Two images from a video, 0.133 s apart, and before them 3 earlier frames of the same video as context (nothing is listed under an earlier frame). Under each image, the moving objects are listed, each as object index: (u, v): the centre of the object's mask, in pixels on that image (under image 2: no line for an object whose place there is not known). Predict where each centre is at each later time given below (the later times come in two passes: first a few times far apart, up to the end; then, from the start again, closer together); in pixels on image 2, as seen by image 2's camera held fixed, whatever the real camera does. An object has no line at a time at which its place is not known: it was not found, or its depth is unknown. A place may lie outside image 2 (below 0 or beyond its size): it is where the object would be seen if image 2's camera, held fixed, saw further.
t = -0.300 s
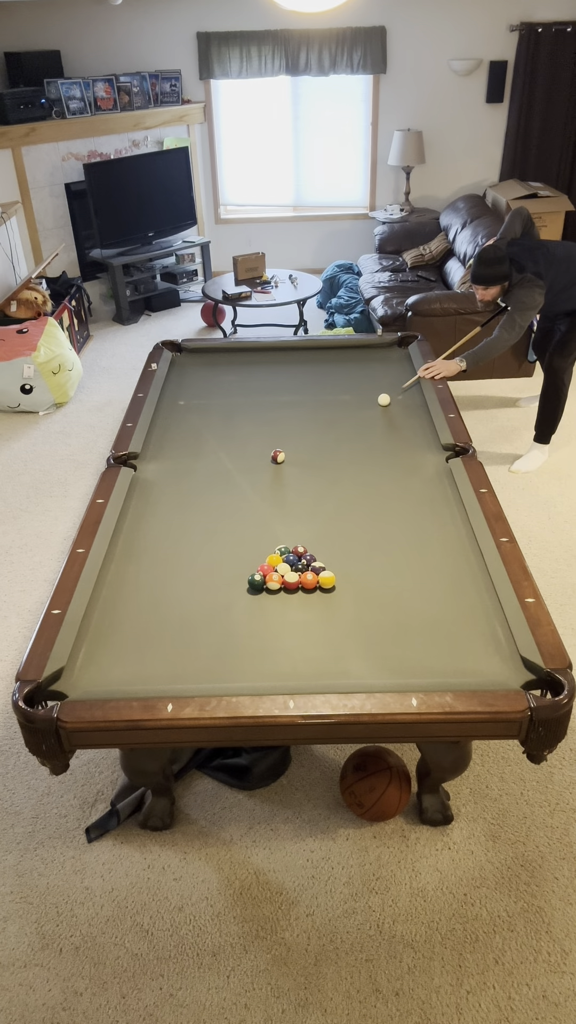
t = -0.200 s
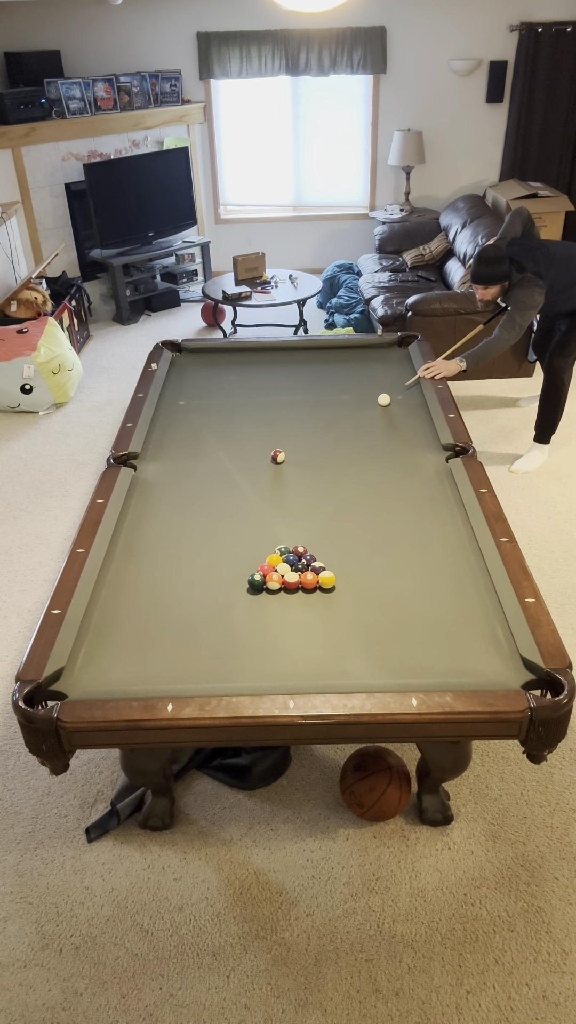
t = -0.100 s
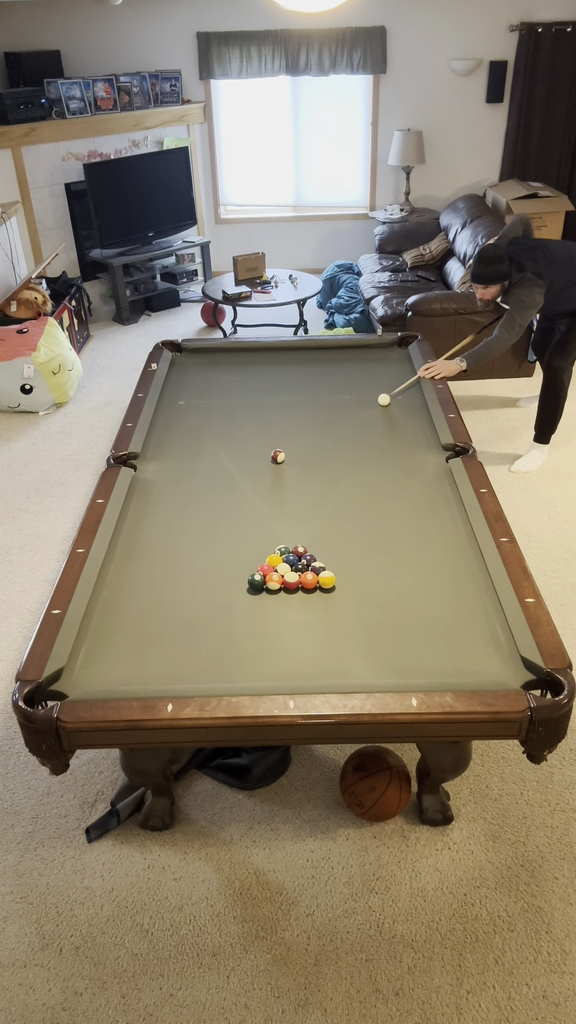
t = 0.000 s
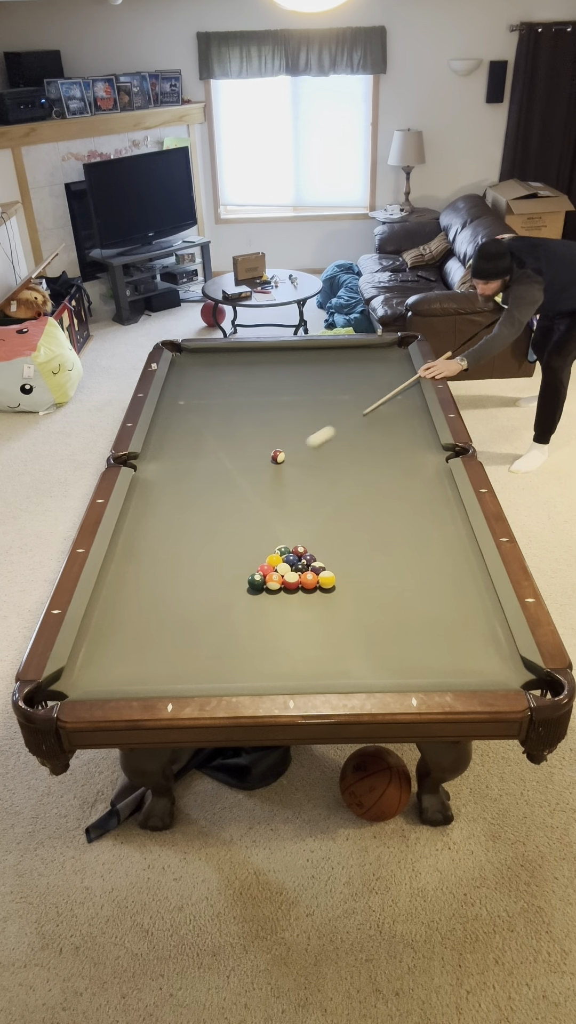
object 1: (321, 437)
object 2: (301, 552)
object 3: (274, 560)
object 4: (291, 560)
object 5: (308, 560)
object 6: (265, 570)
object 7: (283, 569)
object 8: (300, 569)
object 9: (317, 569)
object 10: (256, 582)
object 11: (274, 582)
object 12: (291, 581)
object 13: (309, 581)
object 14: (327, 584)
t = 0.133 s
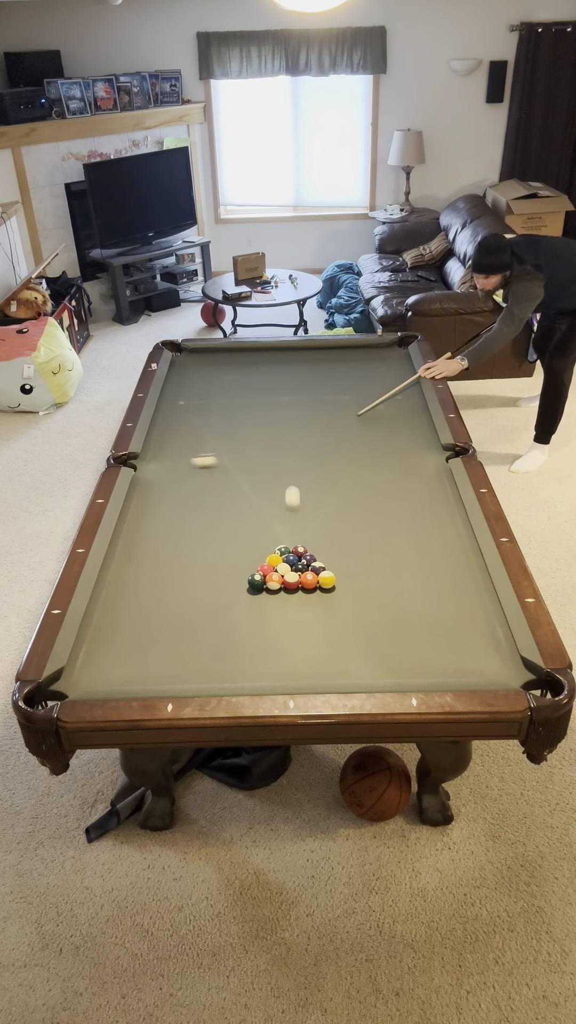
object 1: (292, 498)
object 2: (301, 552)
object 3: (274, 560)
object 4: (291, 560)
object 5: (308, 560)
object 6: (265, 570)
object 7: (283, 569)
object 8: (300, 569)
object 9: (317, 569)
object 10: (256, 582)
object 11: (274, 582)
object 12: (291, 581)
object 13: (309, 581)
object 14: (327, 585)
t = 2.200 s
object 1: (214, 470)
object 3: (186, 565)
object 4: (335, 551)
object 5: (454, 514)
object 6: (136, 614)
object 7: (287, 578)
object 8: (322, 578)
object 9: (394, 582)
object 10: (104, 658)
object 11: (202, 579)
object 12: (221, 659)
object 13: (352, 610)
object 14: (418, 526)
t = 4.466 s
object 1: (318, 409)
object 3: (173, 563)
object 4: (335, 551)
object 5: (399, 490)
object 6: (195, 617)
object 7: (287, 578)
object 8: (322, 578)
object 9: (400, 582)
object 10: (137, 667)
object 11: (182, 501)
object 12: (209, 633)
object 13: (353, 610)
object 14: (333, 489)
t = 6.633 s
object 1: (351, 390)
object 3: (173, 563)
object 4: (335, 551)
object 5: (399, 490)
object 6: (195, 617)
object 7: (287, 578)
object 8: (322, 579)
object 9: (400, 582)
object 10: (137, 667)
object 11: (171, 487)
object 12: (209, 633)
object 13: (353, 610)
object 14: (324, 486)
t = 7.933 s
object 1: (350, 391)
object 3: (173, 563)
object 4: (335, 551)
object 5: (399, 490)
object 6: (195, 617)
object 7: (287, 578)
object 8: (322, 578)
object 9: (400, 582)
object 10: (137, 667)
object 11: (171, 487)
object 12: (209, 633)
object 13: (353, 610)
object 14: (325, 486)
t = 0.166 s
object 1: (293, 514)
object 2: (301, 552)
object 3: (274, 560)
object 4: (291, 560)
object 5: (308, 560)
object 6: (265, 570)
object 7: (283, 569)
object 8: (300, 569)
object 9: (317, 569)
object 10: (256, 582)
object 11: (274, 582)
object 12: (291, 581)
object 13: (309, 581)
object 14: (327, 585)
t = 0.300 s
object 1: (274, 540)
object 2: (309, 548)
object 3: (268, 563)
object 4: (294, 561)
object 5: (316, 558)
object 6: (255, 574)
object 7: (283, 572)
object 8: (302, 571)
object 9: (322, 573)
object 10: (246, 586)
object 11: (268, 593)
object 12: (288, 587)
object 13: (312, 583)
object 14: (348, 605)
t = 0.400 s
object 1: (255, 538)
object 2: (321, 540)
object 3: (262, 563)
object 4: (298, 560)
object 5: (327, 557)
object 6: (241, 577)
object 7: (284, 575)
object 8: (305, 573)
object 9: (327, 575)
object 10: (235, 590)
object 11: (261, 607)
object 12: (283, 594)
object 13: (315, 585)
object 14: (373, 629)
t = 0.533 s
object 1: (231, 535)
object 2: (335, 530)
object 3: (254, 564)
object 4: (303, 559)
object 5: (341, 555)
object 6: (223, 581)
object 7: (285, 576)
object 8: (308, 575)
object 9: (336, 579)
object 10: (219, 597)
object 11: (251, 626)
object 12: (277, 603)
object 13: (320, 589)
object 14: (407, 660)
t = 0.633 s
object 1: (214, 532)
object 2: (345, 524)
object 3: (248, 564)
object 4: (307, 559)
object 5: (350, 552)
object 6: (210, 584)
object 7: (285, 576)
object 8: (311, 576)
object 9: (341, 579)
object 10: (207, 602)
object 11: (243, 641)
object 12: (273, 611)
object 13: (323, 591)
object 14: (428, 669)
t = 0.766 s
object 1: (191, 529)
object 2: (358, 515)
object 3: (241, 564)
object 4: (312, 558)
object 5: (363, 549)
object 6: (193, 589)
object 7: (286, 577)
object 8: (314, 576)
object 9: (346, 581)
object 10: (191, 608)
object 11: (232, 662)
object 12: (268, 621)
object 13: (327, 594)
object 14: (438, 649)
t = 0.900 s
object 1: (169, 526)
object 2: (371, 507)
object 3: (234, 564)
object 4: (316, 556)
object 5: (375, 547)
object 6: (176, 592)
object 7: (286, 578)
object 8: (316, 577)
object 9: (351, 579)
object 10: (175, 615)
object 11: (223, 675)
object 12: (262, 630)
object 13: (331, 597)
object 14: (448, 630)
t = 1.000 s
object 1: (153, 524)
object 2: (380, 501)
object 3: (229, 564)
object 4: (318, 555)
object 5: (383, 544)
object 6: (163, 594)
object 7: (287, 578)
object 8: (318, 578)
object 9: (356, 578)
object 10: (163, 620)
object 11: (221, 667)
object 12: (257, 637)
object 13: (334, 599)
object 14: (455, 616)
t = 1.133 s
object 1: (132, 522)
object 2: (391, 494)
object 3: (223, 564)
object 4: (322, 555)
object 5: (394, 541)
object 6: (146, 598)
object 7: (287, 578)
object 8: (319, 578)
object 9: (363, 579)
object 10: (148, 626)
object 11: (218, 655)
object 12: (251, 646)
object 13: (337, 601)
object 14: (464, 599)
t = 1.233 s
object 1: (129, 518)
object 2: (399, 488)
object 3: (218, 565)
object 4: (324, 554)
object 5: (402, 540)
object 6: (134, 600)
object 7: (287, 578)
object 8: (321, 578)
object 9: (368, 580)
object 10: (136, 630)
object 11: (217, 646)
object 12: (247, 653)
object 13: (340, 603)
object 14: (471, 587)
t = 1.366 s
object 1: (143, 510)
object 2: (410, 481)
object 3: (213, 564)
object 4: (326, 553)
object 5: (412, 537)
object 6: (118, 604)
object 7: (287, 578)
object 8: (322, 578)
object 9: (373, 582)
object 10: (121, 635)
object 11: (214, 635)
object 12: (242, 662)
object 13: (342, 604)
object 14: (478, 572)
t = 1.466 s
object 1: (153, 505)
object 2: (417, 476)
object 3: (208, 565)
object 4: (328, 553)
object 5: (420, 535)
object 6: (105, 606)
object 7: (287, 578)
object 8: (322, 578)
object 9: (375, 582)
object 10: (109, 640)
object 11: (212, 627)
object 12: (237, 669)
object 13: (344, 605)
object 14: (471, 564)
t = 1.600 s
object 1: (166, 498)
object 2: (427, 469)
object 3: (204, 565)
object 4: (330, 552)
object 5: (430, 533)
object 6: (98, 608)
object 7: (287, 578)
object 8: (323, 578)
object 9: (379, 582)
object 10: (94, 646)
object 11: (210, 617)
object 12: (231, 676)
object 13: (347, 607)
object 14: (460, 553)
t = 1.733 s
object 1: (178, 491)
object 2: (437, 463)
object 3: (199, 565)
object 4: (332, 552)
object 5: (439, 529)
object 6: (108, 610)
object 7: (287, 578)
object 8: (322, 578)
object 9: (384, 582)
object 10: (81, 651)
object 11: (208, 608)
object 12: (228, 675)
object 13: (349, 608)
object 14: (449, 543)
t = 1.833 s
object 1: (186, 486)
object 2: (443, 459)
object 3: (196, 565)
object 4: (332, 551)
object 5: (446, 525)
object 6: (114, 611)
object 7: (287, 578)
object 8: (322, 578)
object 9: (387, 582)
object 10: (86, 652)
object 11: (207, 601)
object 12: (227, 671)
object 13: (350, 608)
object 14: (442, 537)
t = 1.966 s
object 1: (197, 480)
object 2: (451, 455)
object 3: (192, 565)
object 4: (334, 551)
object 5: (454, 522)
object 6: (123, 611)
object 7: (287, 578)
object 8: (322, 578)
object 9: (390, 582)
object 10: (93, 654)
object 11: (205, 592)
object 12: (225, 667)
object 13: (351, 609)
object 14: (433, 533)
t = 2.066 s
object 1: (204, 476)
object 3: (189, 565)
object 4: (334, 551)
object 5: (460, 518)
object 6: (129, 612)
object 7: (287, 578)
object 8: (322, 578)
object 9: (392, 582)
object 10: (98, 656)
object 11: (204, 587)
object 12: (223, 664)
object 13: (351, 609)
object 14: (426, 530)
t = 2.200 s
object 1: (214, 470)
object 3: (186, 565)
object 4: (335, 551)
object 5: (454, 514)
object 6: (136, 614)
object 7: (287, 578)
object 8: (322, 578)
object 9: (394, 582)
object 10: (104, 658)
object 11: (202, 579)
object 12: (221, 659)
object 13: (352, 610)
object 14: (418, 526)
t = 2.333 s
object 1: (223, 465)
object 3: (183, 565)
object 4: (336, 551)
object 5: (448, 512)
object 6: (144, 614)
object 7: (287, 578)
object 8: (322, 578)
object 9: (396, 582)
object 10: (109, 660)
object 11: (201, 572)
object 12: (220, 656)
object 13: (353, 610)
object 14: (409, 523)
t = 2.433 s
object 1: (230, 461)
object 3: (181, 565)
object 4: (335, 551)
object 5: (443, 510)
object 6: (149, 615)
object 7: (287, 578)
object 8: (322, 578)
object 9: (397, 582)
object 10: (113, 661)
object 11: (200, 567)
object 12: (218, 653)
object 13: (353, 610)
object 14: (404, 520)
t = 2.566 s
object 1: (238, 456)
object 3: (179, 565)
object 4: (335, 551)
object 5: (438, 507)
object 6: (155, 616)
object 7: (287, 578)
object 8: (322, 578)
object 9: (398, 582)
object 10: (118, 663)
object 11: (199, 560)
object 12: (216, 650)
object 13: (353, 610)
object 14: (397, 517)
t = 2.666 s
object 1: (244, 453)
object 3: (177, 564)
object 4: (335, 551)
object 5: (435, 506)
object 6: (160, 616)
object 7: (287, 578)
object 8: (322, 578)
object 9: (399, 582)
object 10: (121, 663)
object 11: (198, 555)
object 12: (215, 648)
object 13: (353, 610)
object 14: (392, 515)
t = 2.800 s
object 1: (252, 448)
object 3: (176, 564)
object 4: (335, 551)
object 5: (430, 504)
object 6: (165, 617)
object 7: (287, 578)
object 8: (322, 578)
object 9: (400, 582)
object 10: (125, 665)
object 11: (197, 550)
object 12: (214, 645)
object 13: (353, 610)
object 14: (385, 512)
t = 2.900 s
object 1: (257, 445)
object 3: (175, 564)
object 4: (335, 551)
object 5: (427, 502)
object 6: (169, 617)
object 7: (287, 578)
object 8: (322, 578)
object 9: (400, 582)
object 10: (127, 665)
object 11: (196, 546)
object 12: (212, 643)
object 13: (353, 610)
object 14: (381, 510)
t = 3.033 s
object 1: (264, 441)
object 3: (174, 564)
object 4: (335, 551)
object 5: (423, 500)
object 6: (174, 617)
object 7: (287, 578)
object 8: (322, 578)
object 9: (400, 582)
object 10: (130, 666)
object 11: (195, 540)
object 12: (211, 641)
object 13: (353, 610)
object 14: (375, 508)
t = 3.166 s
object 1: (271, 437)
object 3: (174, 564)
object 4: (335, 551)
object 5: (419, 499)
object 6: (179, 617)
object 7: (287, 578)
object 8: (322, 578)
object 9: (400, 583)
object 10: (133, 667)
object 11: (193, 536)
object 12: (211, 639)
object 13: (353, 610)
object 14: (369, 506)
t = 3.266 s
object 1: (275, 434)
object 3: (173, 563)
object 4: (335, 551)
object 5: (417, 498)
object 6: (182, 617)
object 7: (287, 578)
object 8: (322, 578)
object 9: (400, 582)
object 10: (134, 667)
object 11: (192, 532)
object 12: (210, 638)
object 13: (353, 610)
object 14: (365, 504)
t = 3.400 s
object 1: (281, 431)
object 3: (173, 563)
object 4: (335, 551)
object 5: (413, 497)
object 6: (185, 617)
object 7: (287, 578)
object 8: (322, 578)
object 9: (400, 582)
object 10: (136, 667)
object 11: (191, 527)
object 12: (209, 637)
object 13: (353, 610)
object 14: (361, 502)
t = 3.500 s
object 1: (285, 428)
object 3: (173, 563)
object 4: (335, 551)
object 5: (411, 496)
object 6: (187, 617)
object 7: (287, 578)
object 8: (322, 578)
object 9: (400, 583)
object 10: (137, 667)
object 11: (190, 524)
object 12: (209, 636)
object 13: (353, 610)
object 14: (357, 500)
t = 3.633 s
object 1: (291, 425)
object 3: (173, 563)
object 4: (335, 551)
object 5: (409, 494)
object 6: (190, 617)
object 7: (287, 578)
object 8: (322, 578)
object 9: (400, 583)
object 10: (137, 667)
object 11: (189, 520)
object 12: (209, 634)
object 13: (353, 610)
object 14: (353, 498)
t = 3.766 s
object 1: (296, 422)
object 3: (173, 563)
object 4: (335, 551)
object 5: (407, 493)
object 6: (192, 617)
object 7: (287, 578)
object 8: (322, 578)
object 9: (400, 583)
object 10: (137, 667)
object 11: (188, 516)
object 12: (209, 634)
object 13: (353, 610)
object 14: (349, 496)
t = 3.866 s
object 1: (300, 420)
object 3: (173, 563)
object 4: (335, 551)
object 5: (405, 493)
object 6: (193, 617)
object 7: (287, 578)
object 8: (322, 578)
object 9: (400, 582)
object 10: (137, 667)
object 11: (187, 513)
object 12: (209, 633)
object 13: (353, 610)
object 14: (346, 495)
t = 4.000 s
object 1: (304, 417)
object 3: (173, 563)
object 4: (335, 551)
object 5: (404, 492)
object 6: (194, 617)
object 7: (287, 578)
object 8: (322, 578)
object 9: (400, 582)
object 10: (137, 667)
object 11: (186, 510)
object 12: (209, 633)
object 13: (353, 610)
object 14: (343, 493)
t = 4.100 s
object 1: (308, 415)
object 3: (173, 563)
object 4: (335, 551)
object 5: (402, 492)
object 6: (195, 617)
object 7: (287, 578)
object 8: (322, 578)
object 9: (400, 582)
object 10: (137, 667)
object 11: (185, 508)
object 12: (209, 633)
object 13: (353, 610)
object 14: (341, 492)
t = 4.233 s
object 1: (312, 413)
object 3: (173, 563)
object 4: (335, 551)
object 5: (401, 491)
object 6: (195, 617)
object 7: (287, 578)
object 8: (322, 578)
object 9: (400, 582)
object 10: (137, 667)
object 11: (184, 505)
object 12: (209, 633)
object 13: (353, 610)
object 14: (338, 491)
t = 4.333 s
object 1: (315, 411)
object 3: (173, 563)
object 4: (335, 551)
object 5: (400, 491)
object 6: (195, 617)
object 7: (287, 578)
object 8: (322, 578)
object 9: (400, 582)
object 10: (137, 667)
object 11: (183, 503)
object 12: (209, 633)
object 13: (353, 610)
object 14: (336, 490)
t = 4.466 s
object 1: (318, 409)
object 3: (173, 563)
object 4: (335, 551)
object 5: (399, 490)
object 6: (195, 617)
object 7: (287, 578)
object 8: (322, 578)
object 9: (400, 582)
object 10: (137, 667)
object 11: (182, 501)
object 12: (209, 633)
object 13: (353, 610)
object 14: (333, 489)
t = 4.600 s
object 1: (322, 407)
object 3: (173, 563)
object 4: (335, 551)
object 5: (399, 490)
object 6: (195, 617)
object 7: (287, 578)
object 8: (322, 578)
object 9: (400, 582)
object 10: (137, 667)
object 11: (181, 498)
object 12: (209, 633)
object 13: (353, 610)
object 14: (331, 489)
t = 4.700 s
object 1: (324, 405)
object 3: (173, 563)
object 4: (335, 551)
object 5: (399, 490)
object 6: (195, 617)
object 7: (287, 578)
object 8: (322, 578)
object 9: (400, 582)
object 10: (137, 667)
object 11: (180, 497)
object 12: (209, 633)
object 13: (353, 610)
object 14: (330, 488)
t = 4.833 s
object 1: (328, 404)
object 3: (173, 563)
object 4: (335, 551)
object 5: (399, 490)
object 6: (195, 617)
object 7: (287, 578)
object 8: (322, 578)
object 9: (400, 582)
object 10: (137, 667)
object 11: (180, 495)
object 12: (209, 633)
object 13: (353, 610)
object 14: (328, 487)
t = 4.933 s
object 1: (330, 402)
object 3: (173, 563)
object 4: (335, 551)
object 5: (399, 490)
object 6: (195, 617)
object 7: (287, 578)
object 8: (322, 578)
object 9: (400, 582)
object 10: (137, 667)
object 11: (179, 494)
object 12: (209, 633)
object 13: (353, 610)
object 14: (327, 486)
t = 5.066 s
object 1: (333, 401)
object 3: (173, 563)
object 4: (335, 551)
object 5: (399, 490)
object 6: (195, 617)
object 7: (287, 578)
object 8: (322, 578)
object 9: (400, 582)
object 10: (137, 667)
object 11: (178, 492)
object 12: (209, 633)
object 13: (353, 610)
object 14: (326, 486)
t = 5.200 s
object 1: (335, 399)
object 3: (173, 563)
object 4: (335, 551)
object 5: (399, 490)
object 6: (195, 617)
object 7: (287, 578)
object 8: (322, 579)
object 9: (400, 582)
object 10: (137, 667)
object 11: (177, 491)
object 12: (209, 633)
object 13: (353, 610)
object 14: (325, 486)
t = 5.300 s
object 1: (337, 398)
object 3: (173, 563)
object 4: (335, 551)
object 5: (399, 490)
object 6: (195, 617)
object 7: (287, 578)
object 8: (322, 578)
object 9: (400, 582)
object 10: (137, 667)
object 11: (176, 490)
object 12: (209, 633)
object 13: (353, 610)
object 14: (325, 486)
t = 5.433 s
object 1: (339, 397)
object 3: (173, 563)
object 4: (335, 551)
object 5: (399, 490)
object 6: (195, 617)
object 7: (287, 578)
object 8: (322, 578)
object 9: (400, 582)
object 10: (137, 667)
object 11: (175, 489)
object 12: (209, 633)
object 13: (353, 610)
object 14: (324, 486)
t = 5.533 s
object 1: (341, 396)
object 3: (173, 563)
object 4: (335, 551)
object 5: (399, 490)
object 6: (195, 617)
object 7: (287, 578)
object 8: (322, 579)
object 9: (400, 582)
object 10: (137, 667)
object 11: (175, 488)
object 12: (209, 633)
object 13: (353, 610)
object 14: (324, 486)
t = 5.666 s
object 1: (343, 395)
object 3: (173, 563)
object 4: (335, 551)
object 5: (399, 490)
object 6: (195, 617)
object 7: (287, 578)
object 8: (322, 579)
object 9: (400, 582)
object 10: (137, 667)
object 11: (174, 488)
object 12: (209, 633)
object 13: (353, 610)
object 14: (324, 486)
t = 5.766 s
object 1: (344, 394)
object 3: (173, 563)
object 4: (335, 551)
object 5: (399, 490)
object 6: (195, 617)
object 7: (287, 578)
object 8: (322, 579)
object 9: (400, 582)
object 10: (137, 667)
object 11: (173, 487)
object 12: (209, 633)
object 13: (353, 610)
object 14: (324, 486)
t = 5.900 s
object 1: (346, 393)
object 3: (173, 563)
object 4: (335, 551)
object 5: (399, 490)
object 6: (195, 617)
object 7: (287, 578)
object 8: (322, 579)
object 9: (400, 582)
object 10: (137, 667)
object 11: (172, 487)
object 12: (209, 633)
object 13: (353, 610)
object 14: (324, 486)
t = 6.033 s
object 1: (347, 393)
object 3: (173, 563)
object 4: (335, 551)
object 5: (399, 490)
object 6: (195, 617)
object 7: (287, 578)
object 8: (322, 579)
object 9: (400, 582)
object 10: (137, 667)
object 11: (172, 487)
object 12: (209, 633)
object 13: (353, 610)
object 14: (324, 486)
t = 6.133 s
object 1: (348, 392)
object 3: (173, 563)
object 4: (335, 551)
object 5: (399, 490)
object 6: (195, 617)
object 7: (287, 578)
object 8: (322, 579)
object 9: (400, 582)
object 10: (137, 667)
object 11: (171, 487)
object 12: (209, 633)
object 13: (353, 610)
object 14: (325, 486)
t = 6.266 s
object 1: (349, 391)
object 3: (173, 563)
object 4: (335, 551)
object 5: (399, 490)
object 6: (195, 617)
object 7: (287, 578)
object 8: (322, 579)
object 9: (400, 582)
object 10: (137, 667)
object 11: (171, 487)
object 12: (209, 633)
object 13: (353, 610)
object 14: (325, 486)
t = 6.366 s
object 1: (349, 391)
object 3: (173, 563)
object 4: (335, 551)
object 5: (399, 490)
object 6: (195, 617)
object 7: (287, 578)
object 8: (322, 579)
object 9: (400, 582)
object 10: (137, 667)
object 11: (171, 487)
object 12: (209, 633)
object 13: (353, 610)
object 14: (325, 486)
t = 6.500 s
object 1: (350, 391)
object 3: (173, 563)
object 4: (335, 551)
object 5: (399, 490)
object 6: (195, 617)
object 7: (287, 578)
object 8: (322, 579)
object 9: (400, 582)
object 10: (137, 667)
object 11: (171, 487)
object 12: (209, 633)
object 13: (353, 610)
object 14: (325, 486)
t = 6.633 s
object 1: (351, 390)
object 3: (173, 563)
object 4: (335, 551)
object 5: (399, 490)
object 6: (195, 617)
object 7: (287, 578)
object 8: (322, 579)
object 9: (400, 582)
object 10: (137, 667)
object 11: (171, 487)
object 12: (209, 633)
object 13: (353, 610)
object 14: (324, 486)
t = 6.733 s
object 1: (351, 390)
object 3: (173, 563)
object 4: (335, 551)
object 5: (399, 490)
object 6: (195, 617)
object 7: (287, 578)
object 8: (322, 579)
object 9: (400, 582)
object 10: (137, 667)
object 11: (171, 487)
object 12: (209, 633)
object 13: (353, 610)
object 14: (325, 486)
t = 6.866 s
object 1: (351, 390)
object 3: (173, 563)
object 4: (335, 551)
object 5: (399, 490)
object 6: (195, 617)
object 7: (287, 578)
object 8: (322, 579)
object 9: (400, 582)
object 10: (137, 667)
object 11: (171, 487)
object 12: (209, 633)
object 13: (353, 610)
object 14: (325, 486)
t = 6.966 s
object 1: (351, 390)
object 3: (173, 563)
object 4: (335, 551)
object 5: (399, 490)
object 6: (195, 617)
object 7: (287, 578)
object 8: (322, 579)
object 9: (400, 583)
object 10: (137, 667)
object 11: (171, 487)
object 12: (209, 633)
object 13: (353, 610)
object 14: (325, 486)
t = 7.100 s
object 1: (350, 390)
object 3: (173, 563)
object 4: (335, 551)
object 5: (399, 490)
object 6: (195, 617)
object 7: (287, 578)
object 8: (322, 579)
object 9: (400, 583)
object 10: (137, 667)
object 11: (171, 487)
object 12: (209, 633)
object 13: (353, 610)
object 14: (325, 486)
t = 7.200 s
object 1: (350, 391)
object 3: (173, 563)
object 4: (335, 551)
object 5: (399, 490)
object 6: (195, 617)
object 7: (287, 578)
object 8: (322, 579)
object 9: (400, 582)
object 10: (137, 667)
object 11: (171, 487)
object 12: (209, 633)
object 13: (353, 610)
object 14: (325, 486)
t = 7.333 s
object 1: (350, 391)
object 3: (173, 563)
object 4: (335, 551)
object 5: (399, 490)
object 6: (195, 617)
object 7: (287, 578)
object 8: (322, 579)
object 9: (400, 582)
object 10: (137, 667)
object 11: (171, 487)
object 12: (209, 633)
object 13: (353, 610)
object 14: (325, 486)
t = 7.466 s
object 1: (350, 391)
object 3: (173, 563)
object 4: (335, 551)
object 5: (399, 490)
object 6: (195, 617)
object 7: (287, 578)
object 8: (322, 579)
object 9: (400, 582)
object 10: (137, 667)
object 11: (171, 487)
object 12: (209, 633)
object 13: (353, 610)
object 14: (325, 486)
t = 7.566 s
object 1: (350, 391)
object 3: (173, 563)
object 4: (335, 551)
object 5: (399, 490)
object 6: (195, 617)
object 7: (287, 578)
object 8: (322, 579)
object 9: (400, 582)
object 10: (137, 667)
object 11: (171, 487)
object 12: (209, 633)
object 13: (353, 610)
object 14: (325, 486)
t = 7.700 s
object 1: (350, 391)
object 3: (173, 563)
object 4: (335, 551)
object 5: (399, 490)
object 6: (195, 617)
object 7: (287, 578)
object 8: (322, 578)
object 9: (400, 582)
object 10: (137, 667)
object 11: (171, 487)
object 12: (209, 633)
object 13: (353, 610)
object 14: (325, 486)
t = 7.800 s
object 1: (350, 391)
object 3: (173, 563)
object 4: (335, 551)
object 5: (399, 490)
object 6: (195, 617)
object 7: (287, 578)
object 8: (322, 578)
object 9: (400, 582)
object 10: (137, 667)
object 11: (171, 487)
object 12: (209, 633)
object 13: (353, 610)
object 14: (325, 486)
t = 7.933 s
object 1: (350, 391)
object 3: (173, 563)
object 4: (335, 551)
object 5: (399, 490)
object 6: (195, 617)
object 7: (287, 578)
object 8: (322, 578)
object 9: (400, 582)
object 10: (137, 667)
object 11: (171, 487)
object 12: (209, 633)
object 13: (353, 610)
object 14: (325, 486)
